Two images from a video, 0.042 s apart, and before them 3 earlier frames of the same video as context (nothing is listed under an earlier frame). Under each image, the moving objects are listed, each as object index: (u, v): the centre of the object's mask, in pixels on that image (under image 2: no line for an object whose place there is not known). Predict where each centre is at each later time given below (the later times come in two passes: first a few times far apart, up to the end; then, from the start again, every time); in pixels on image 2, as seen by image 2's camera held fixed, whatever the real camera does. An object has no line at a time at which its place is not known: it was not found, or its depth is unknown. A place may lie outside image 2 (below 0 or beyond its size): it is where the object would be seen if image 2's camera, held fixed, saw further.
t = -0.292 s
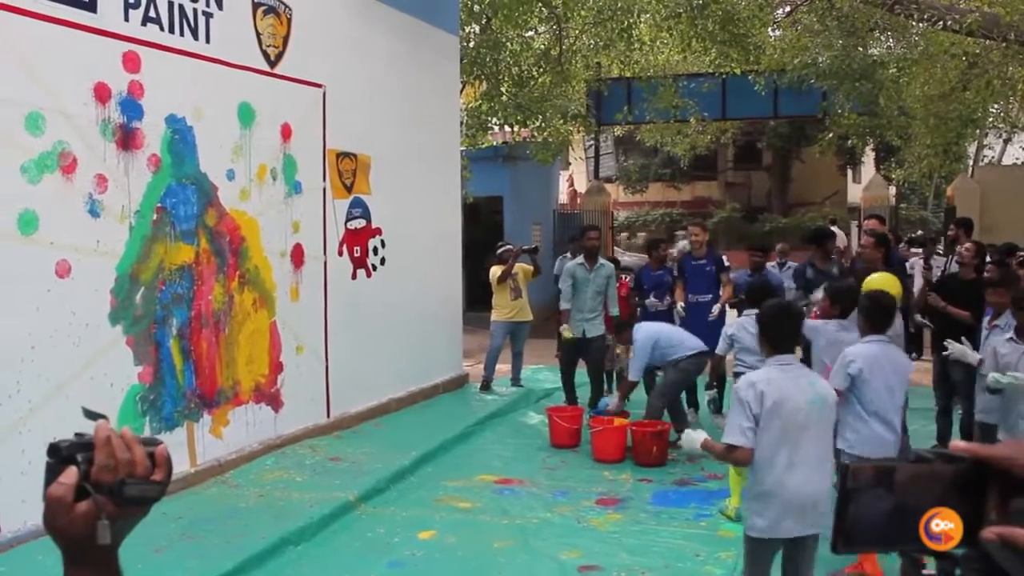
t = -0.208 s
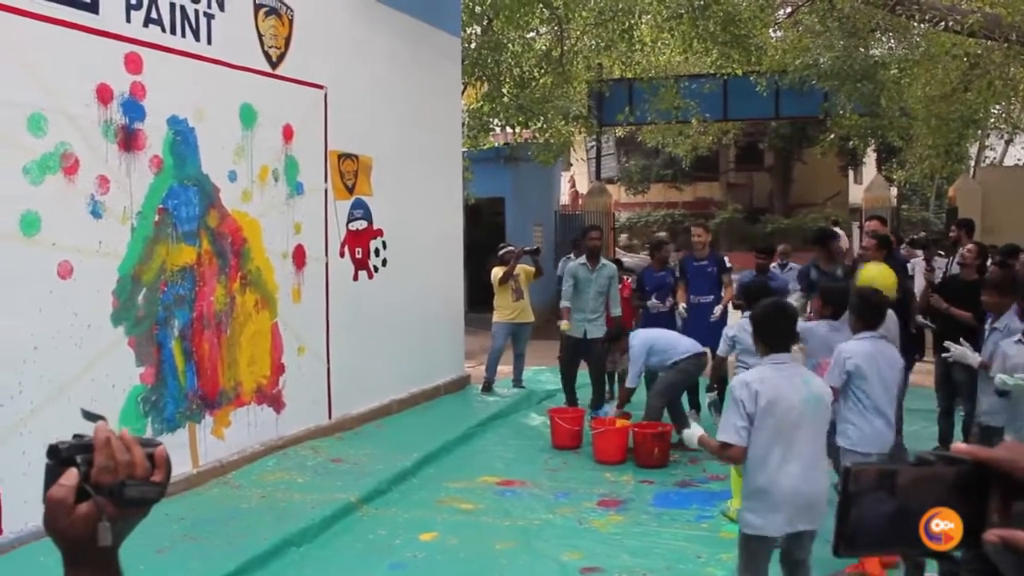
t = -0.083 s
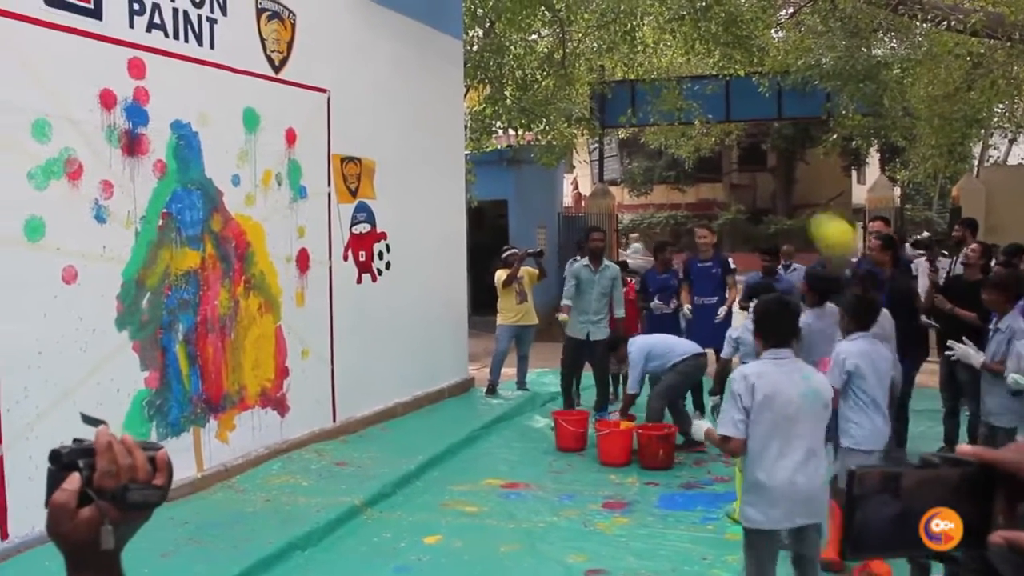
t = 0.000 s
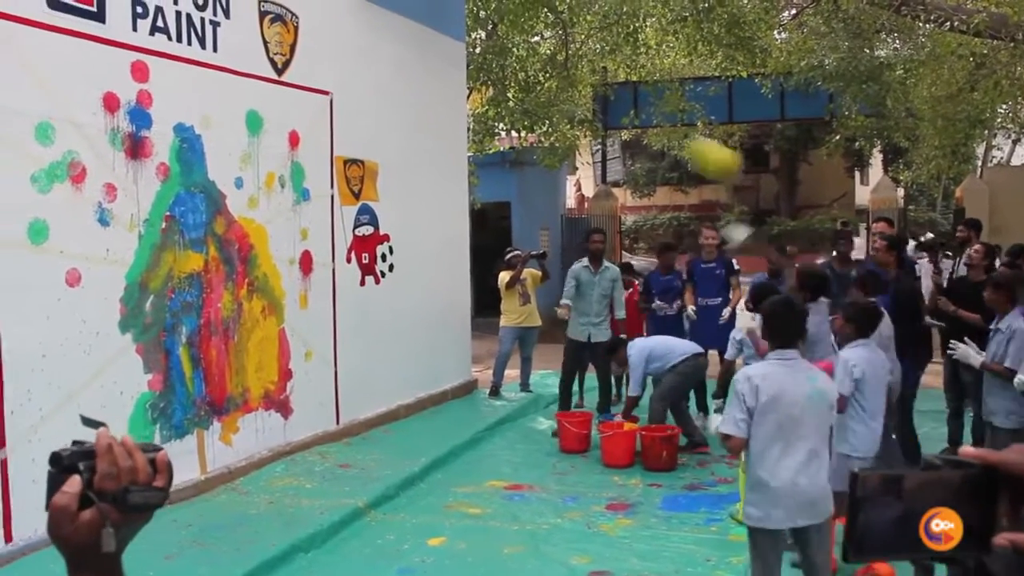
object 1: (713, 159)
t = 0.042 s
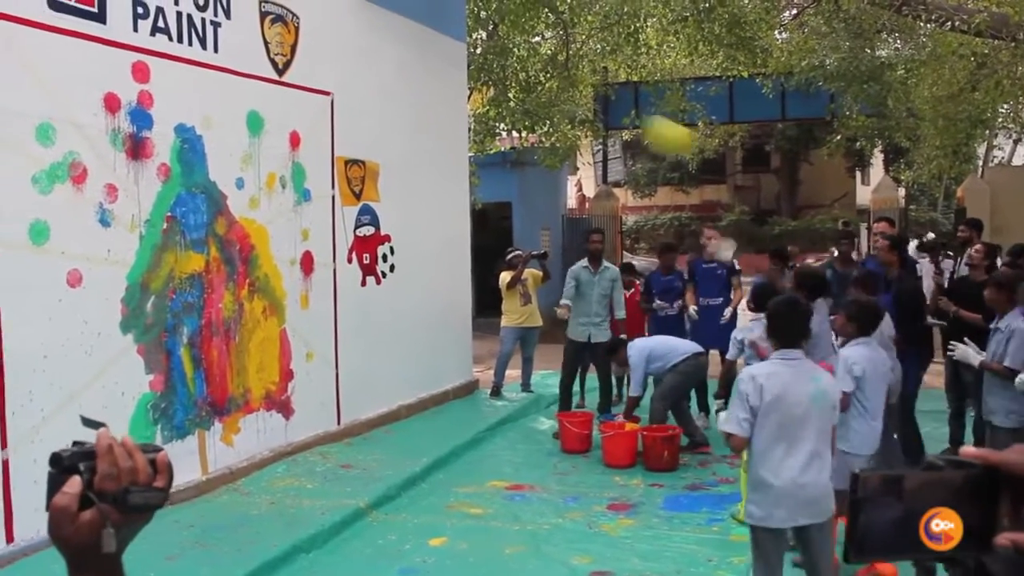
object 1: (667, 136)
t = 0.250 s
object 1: (463, 78)
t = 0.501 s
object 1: (265, 95)
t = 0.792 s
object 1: (439, 154)
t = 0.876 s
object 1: (496, 195)
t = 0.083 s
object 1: (624, 119)
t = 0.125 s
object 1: (583, 105)
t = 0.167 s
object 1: (540, 92)
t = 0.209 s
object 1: (498, 84)
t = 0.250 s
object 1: (463, 78)
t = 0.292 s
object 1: (425, 77)
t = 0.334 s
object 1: (389, 76)
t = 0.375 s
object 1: (355, 78)
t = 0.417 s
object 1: (324, 82)
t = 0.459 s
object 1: (289, 88)
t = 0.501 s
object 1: (265, 95)
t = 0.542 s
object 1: (284, 96)
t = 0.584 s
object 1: (306, 99)
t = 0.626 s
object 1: (331, 105)
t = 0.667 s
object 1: (358, 114)
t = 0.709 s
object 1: (383, 125)
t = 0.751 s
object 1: (410, 138)
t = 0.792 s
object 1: (439, 154)
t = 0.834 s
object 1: (470, 173)
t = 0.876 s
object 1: (496, 195)
